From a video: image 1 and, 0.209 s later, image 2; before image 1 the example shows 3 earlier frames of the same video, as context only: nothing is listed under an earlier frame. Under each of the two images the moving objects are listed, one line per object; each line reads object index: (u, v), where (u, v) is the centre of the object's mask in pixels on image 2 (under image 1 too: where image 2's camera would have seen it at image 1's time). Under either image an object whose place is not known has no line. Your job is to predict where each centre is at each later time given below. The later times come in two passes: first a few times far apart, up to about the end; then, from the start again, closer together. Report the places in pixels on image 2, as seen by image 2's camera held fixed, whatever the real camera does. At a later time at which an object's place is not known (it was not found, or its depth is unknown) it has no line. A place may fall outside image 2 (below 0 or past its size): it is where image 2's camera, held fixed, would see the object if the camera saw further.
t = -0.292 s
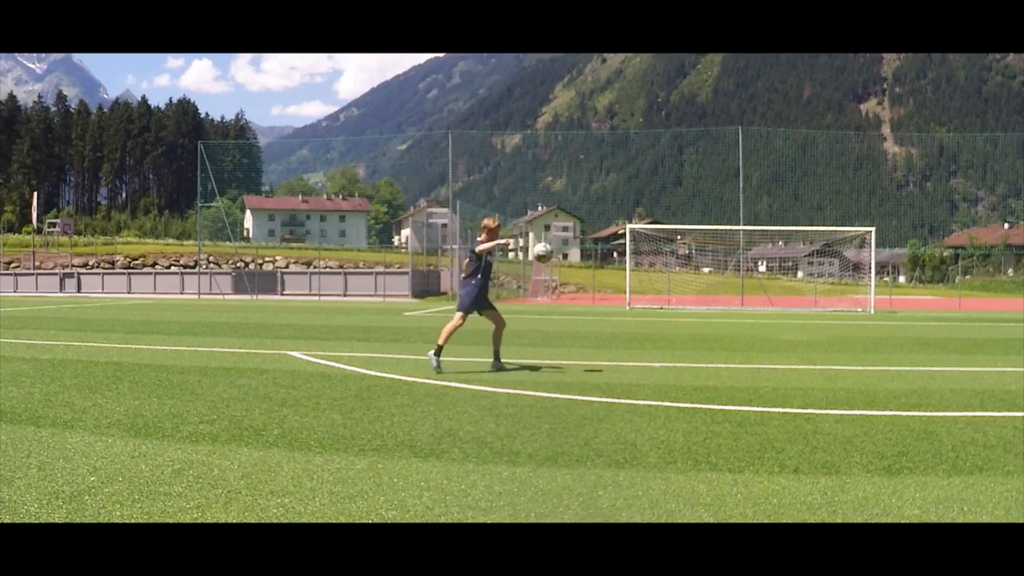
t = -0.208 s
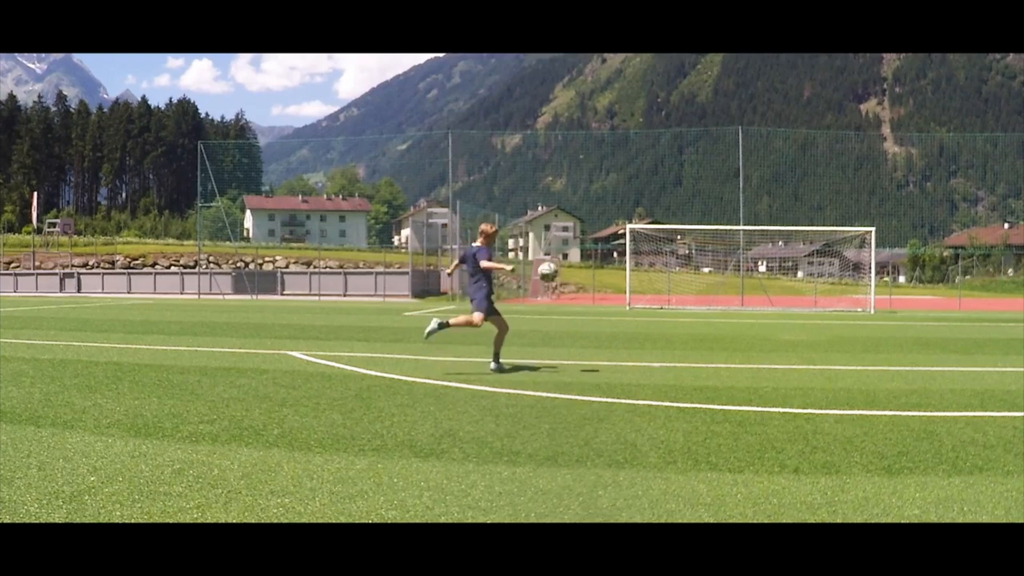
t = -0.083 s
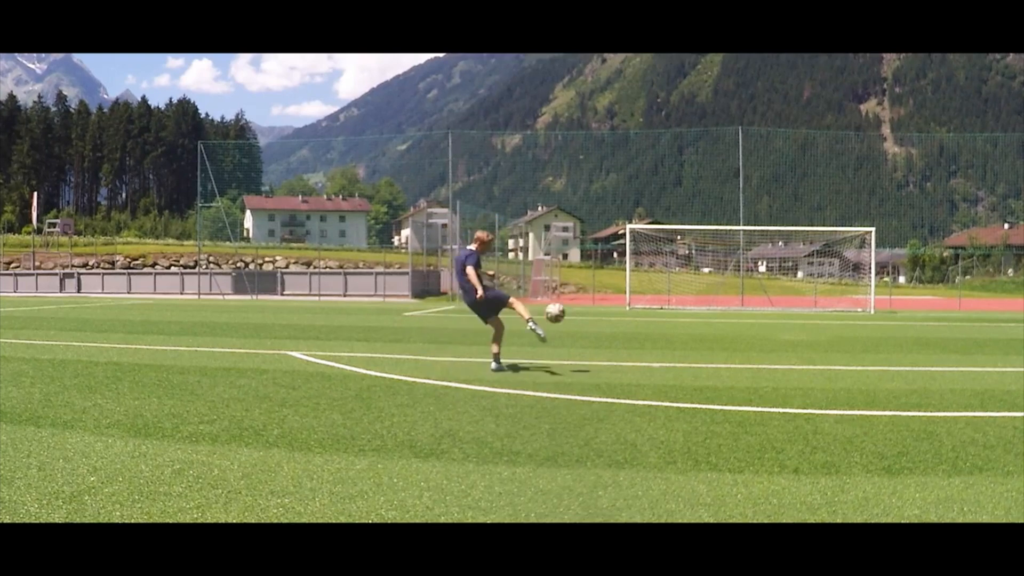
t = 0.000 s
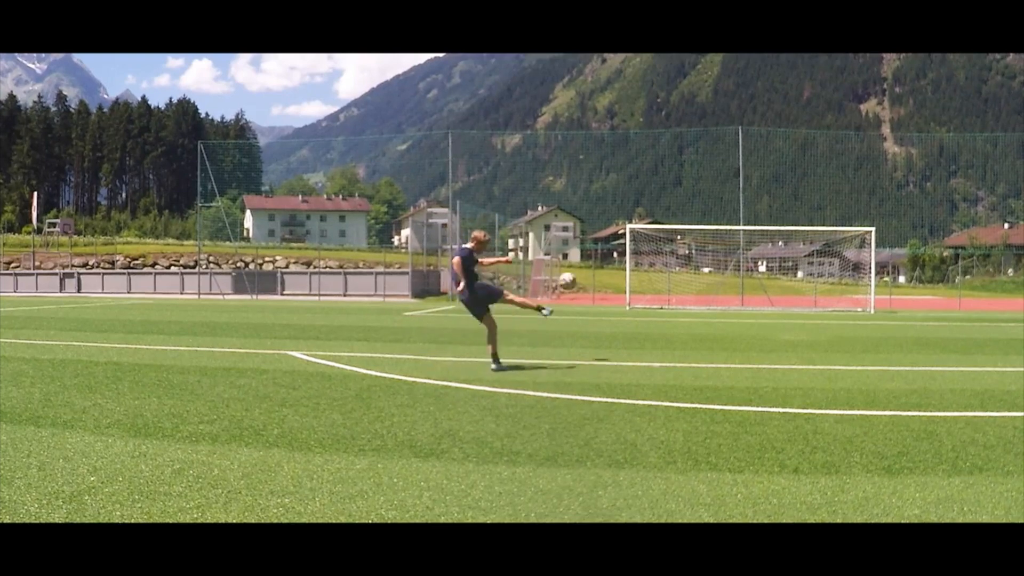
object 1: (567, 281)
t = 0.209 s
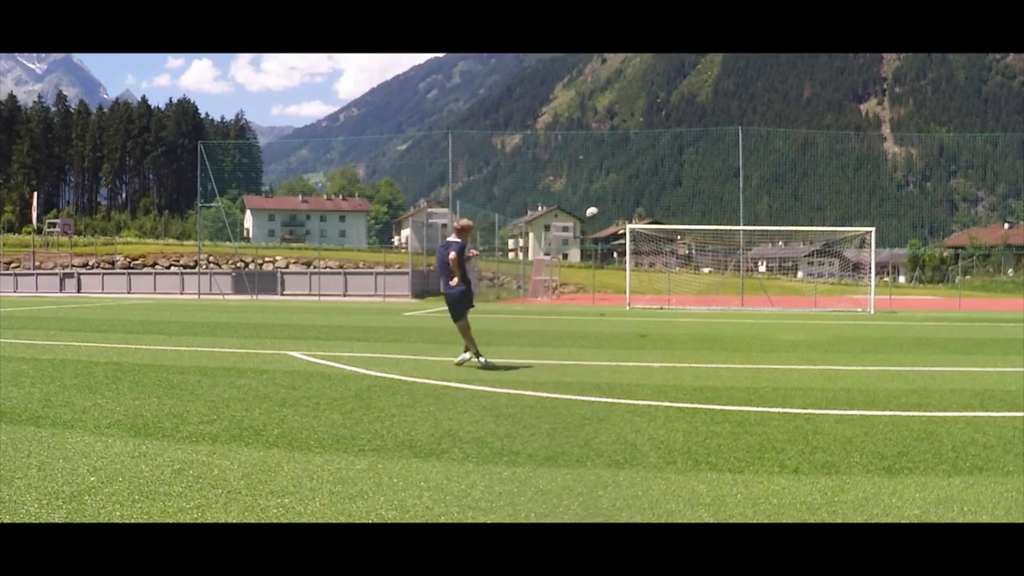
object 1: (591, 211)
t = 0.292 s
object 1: (599, 202)
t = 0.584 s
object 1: (620, 208)
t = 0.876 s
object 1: (636, 246)
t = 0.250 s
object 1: (595, 206)
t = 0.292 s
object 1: (599, 202)
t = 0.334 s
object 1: (601, 200)
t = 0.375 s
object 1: (605, 199)
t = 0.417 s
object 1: (608, 199)
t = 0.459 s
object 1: (611, 200)
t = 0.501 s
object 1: (614, 202)
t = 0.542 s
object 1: (617, 205)
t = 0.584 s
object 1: (620, 208)
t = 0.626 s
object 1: (622, 212)
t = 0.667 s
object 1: (625, 217)
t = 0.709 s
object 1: (627, 222)
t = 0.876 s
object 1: (636, 246)
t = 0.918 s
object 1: (637, 252)
